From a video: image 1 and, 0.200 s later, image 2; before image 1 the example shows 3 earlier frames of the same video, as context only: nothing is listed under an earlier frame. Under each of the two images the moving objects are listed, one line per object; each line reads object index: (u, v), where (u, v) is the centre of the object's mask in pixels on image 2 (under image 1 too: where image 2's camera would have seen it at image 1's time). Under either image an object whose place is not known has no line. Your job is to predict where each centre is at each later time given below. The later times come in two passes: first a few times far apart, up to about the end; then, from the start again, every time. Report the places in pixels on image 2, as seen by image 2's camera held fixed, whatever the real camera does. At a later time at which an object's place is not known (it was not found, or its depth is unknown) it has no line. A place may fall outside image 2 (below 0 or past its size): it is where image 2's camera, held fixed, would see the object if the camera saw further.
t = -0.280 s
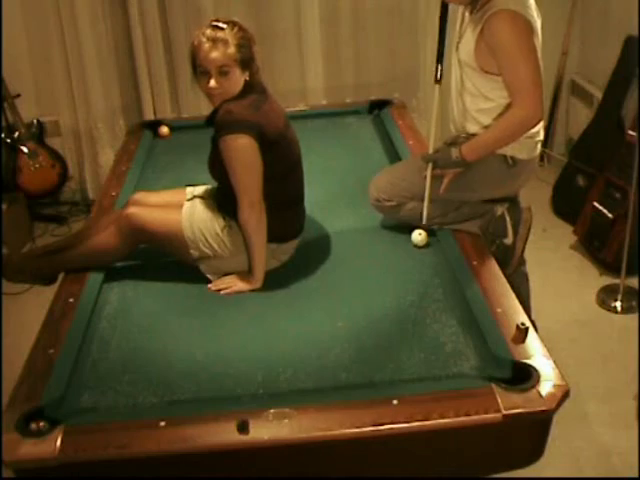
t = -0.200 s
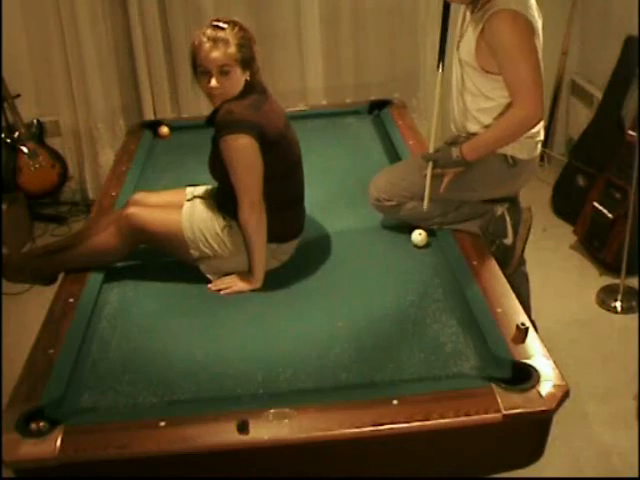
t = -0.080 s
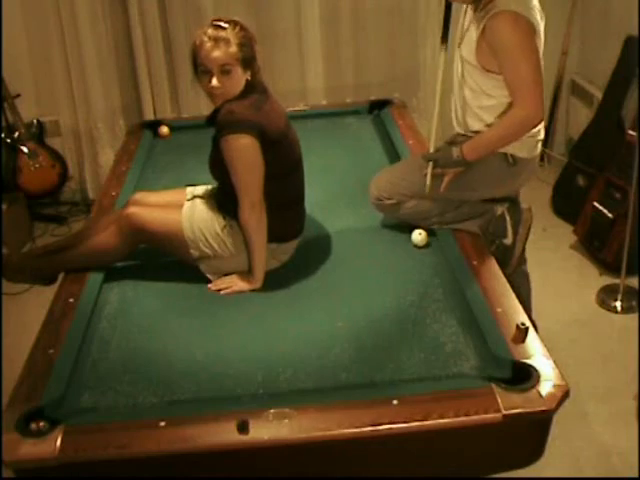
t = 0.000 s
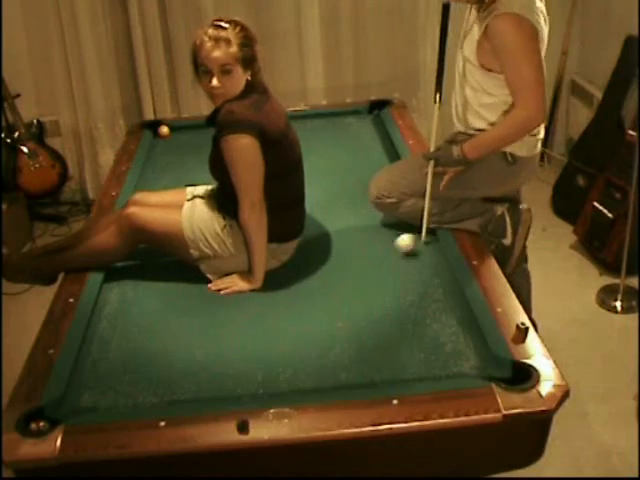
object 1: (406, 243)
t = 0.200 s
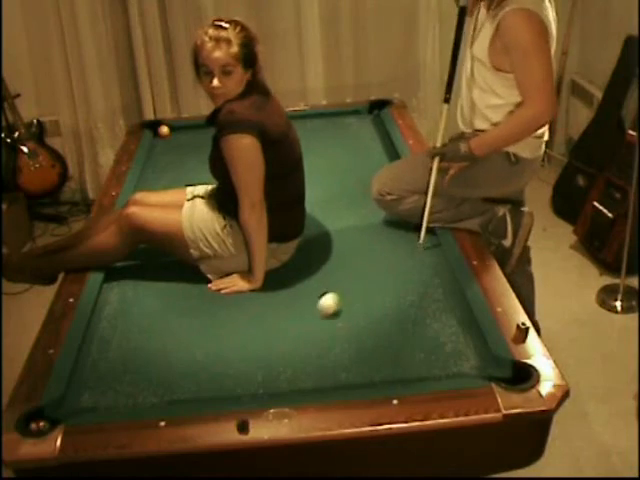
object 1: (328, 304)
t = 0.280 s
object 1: (300, 327)
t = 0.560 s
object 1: (222, 391)
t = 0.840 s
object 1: (234, 340)
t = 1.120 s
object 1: (305, 288)
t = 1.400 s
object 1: (382, 243)
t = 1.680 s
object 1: (399, 212)
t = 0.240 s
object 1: (314, 316)
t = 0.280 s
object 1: (300, 327)
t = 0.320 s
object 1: (285, 339)
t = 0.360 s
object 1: (272, 351)
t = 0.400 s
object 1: (260, 362)
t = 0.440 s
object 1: (249, 373)
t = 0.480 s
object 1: (238, 383)
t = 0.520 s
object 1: (228, 392)
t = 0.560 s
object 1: (222, 391)
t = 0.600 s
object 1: (219, 385)
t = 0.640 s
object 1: (218, 377)
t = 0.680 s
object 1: (219, 370)
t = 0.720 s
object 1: (220, 363)
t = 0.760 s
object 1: (224, 355)
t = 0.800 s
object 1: (228, 347)
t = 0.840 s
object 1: (234, 340)
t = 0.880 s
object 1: (241, 332)
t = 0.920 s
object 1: (249, 325)
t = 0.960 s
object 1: (259, 317)
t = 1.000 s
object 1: (269, 310)
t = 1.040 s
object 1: (280, 303)
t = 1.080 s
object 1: (292, 295)
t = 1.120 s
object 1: (305, 288)
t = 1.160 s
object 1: (317, 281)
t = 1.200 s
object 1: (329, 274)
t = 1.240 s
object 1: (340, 267)
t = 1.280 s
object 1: (351, 260)
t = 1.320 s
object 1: (362, 254)
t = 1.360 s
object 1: (372, 248)
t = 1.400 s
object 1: (382, 243)
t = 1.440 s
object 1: (392, 237)
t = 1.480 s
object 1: (402, 231)
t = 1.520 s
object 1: (411, 226)
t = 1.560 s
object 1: (419, 221)
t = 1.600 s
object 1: (416, 217)
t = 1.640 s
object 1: (407, 214)
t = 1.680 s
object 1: (399, 212)
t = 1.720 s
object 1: (392, 210)
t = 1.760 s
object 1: (386, 207)
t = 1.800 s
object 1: (378, 204)
